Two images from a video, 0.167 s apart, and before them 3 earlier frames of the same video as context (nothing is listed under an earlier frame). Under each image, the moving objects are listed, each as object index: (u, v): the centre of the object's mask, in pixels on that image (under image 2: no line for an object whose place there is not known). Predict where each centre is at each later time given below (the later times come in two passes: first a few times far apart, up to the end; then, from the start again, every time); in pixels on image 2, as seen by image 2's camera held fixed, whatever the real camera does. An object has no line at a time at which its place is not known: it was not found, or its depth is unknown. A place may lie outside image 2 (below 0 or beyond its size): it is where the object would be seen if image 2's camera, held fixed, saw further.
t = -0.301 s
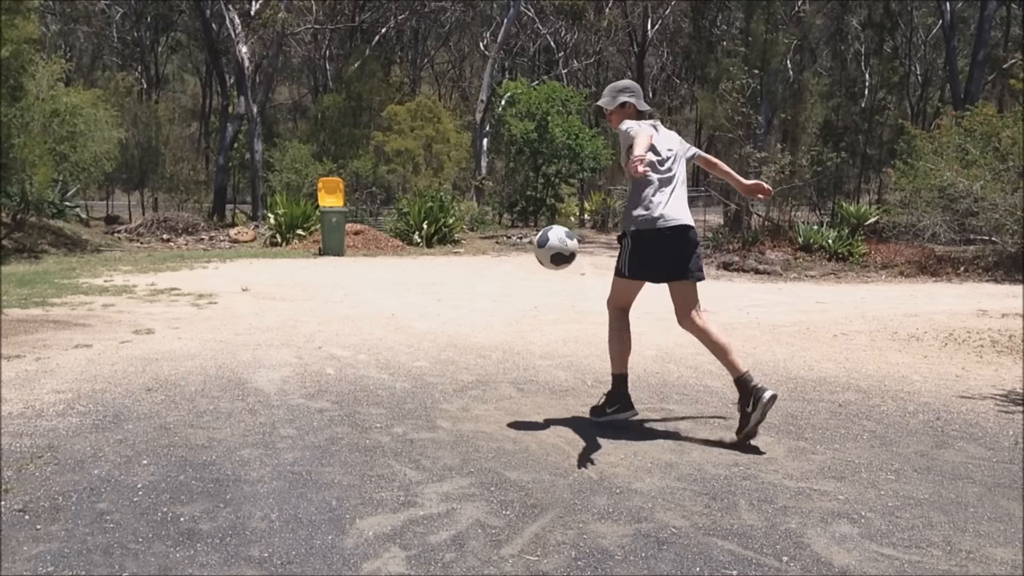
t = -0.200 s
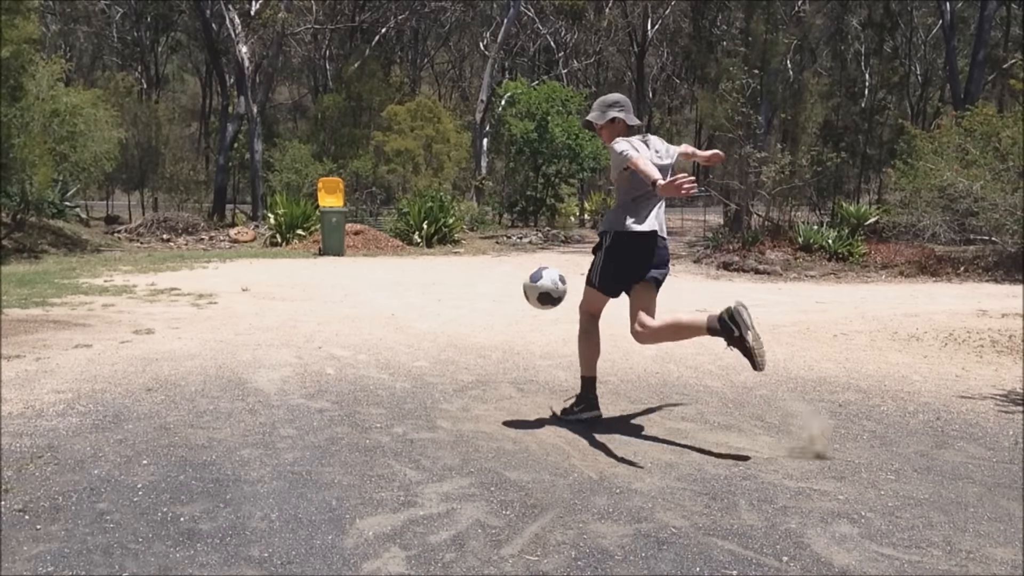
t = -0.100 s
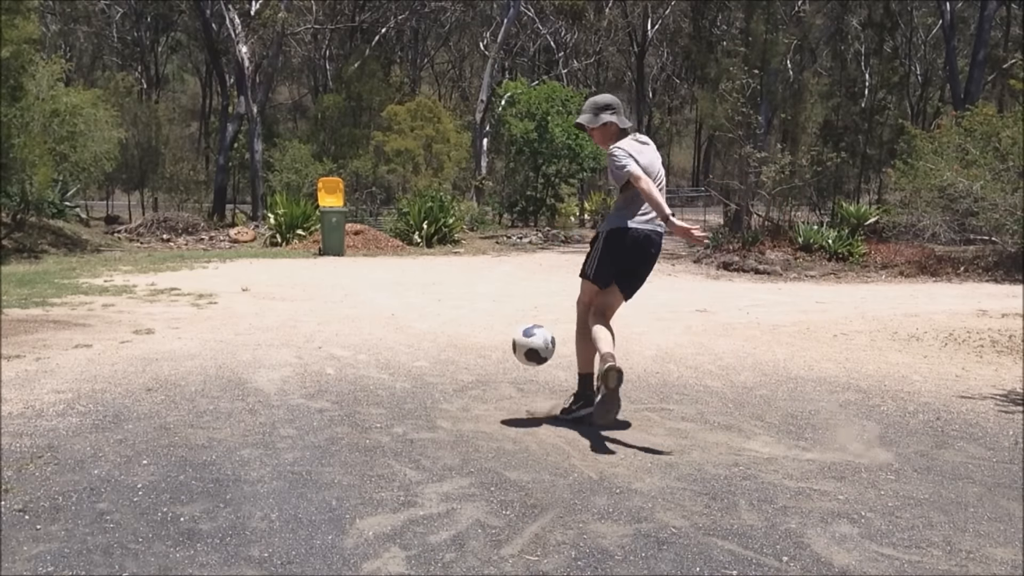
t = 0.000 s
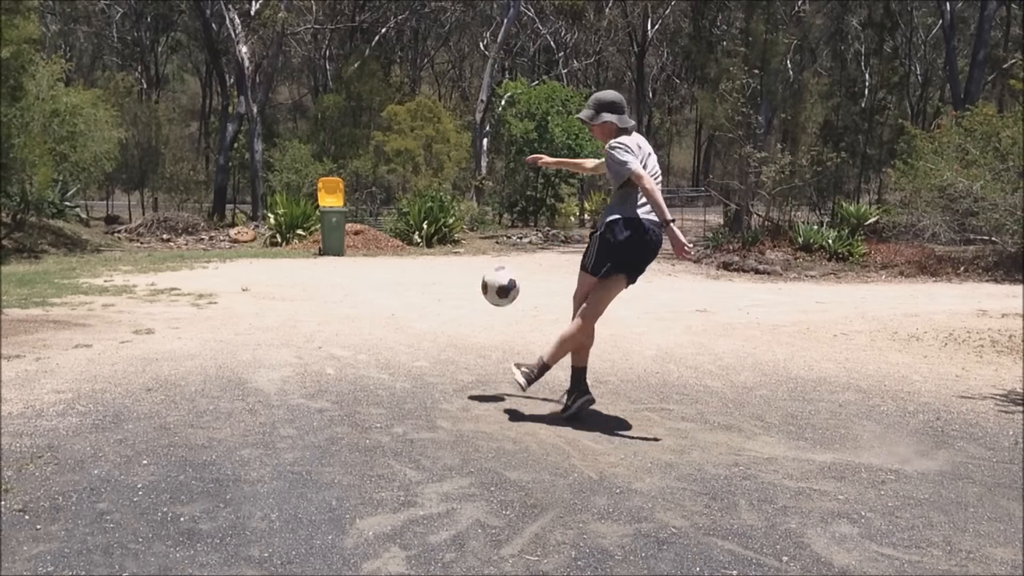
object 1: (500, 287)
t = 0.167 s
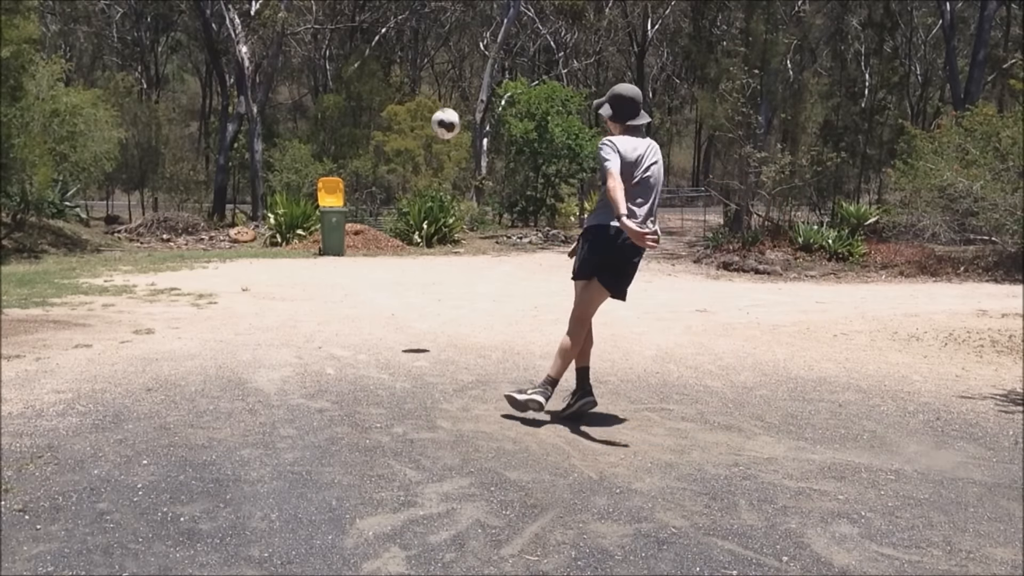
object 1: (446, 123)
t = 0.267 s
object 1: (425, 76)
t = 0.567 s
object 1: (387, 34)
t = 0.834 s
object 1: (366, 59)
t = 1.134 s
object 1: (349, 122)
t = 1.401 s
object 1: (338, 192)
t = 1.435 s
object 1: (336, 202)
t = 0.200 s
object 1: (438, 105)
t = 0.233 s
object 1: (431, 88)
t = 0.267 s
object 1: (425, 76)
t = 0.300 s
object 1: (419, 65)
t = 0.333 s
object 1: (414, 55)
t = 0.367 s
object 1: (410, 48)
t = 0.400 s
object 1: (405, 43)
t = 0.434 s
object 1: (401, 39)
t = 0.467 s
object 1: (397, 36)
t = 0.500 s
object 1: (393, 34)
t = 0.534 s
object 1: (390, 34)
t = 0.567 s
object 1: (387, 34)
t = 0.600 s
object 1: (384, 35)
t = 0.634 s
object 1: (380, 36)
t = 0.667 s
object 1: (378, 38)
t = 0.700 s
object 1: (376, 41)
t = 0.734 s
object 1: (373, 45)
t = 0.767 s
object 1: (371, 49)
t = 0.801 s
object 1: (368, 54)
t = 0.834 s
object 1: (366, 59)
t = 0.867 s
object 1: (364, 65)
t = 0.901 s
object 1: (362, 70)
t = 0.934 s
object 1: (360, 77)
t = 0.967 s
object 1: (358, 84)
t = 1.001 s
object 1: (357, 91)
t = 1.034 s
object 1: (355, 98)
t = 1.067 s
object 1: (353, 106)
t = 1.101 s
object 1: (351, 114)
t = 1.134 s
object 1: (349, 122)
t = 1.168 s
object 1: (348, 130)
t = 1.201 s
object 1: (346, 138)
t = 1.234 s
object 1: (345, 147)
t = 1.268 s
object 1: (343, 156)
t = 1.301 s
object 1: (342, 165)
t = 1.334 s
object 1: (340, 173)
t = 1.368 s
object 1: (339, 183)
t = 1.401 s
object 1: (338, 192)
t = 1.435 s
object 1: (336, 202)
